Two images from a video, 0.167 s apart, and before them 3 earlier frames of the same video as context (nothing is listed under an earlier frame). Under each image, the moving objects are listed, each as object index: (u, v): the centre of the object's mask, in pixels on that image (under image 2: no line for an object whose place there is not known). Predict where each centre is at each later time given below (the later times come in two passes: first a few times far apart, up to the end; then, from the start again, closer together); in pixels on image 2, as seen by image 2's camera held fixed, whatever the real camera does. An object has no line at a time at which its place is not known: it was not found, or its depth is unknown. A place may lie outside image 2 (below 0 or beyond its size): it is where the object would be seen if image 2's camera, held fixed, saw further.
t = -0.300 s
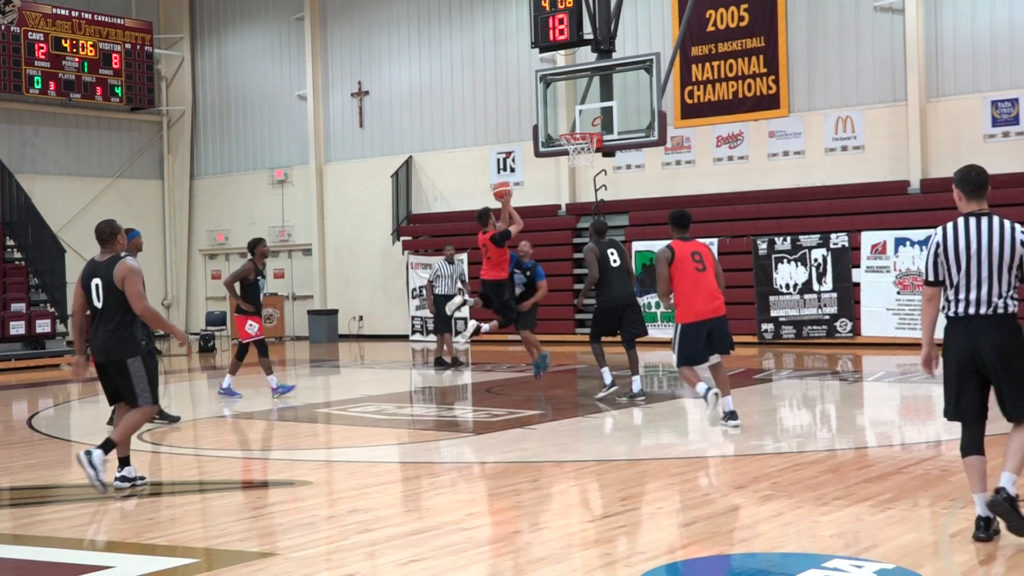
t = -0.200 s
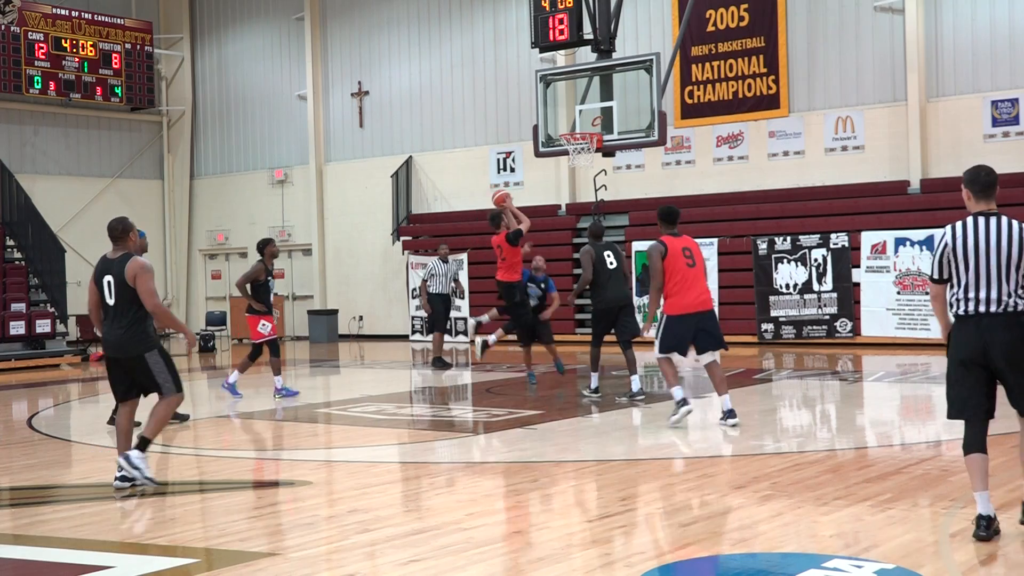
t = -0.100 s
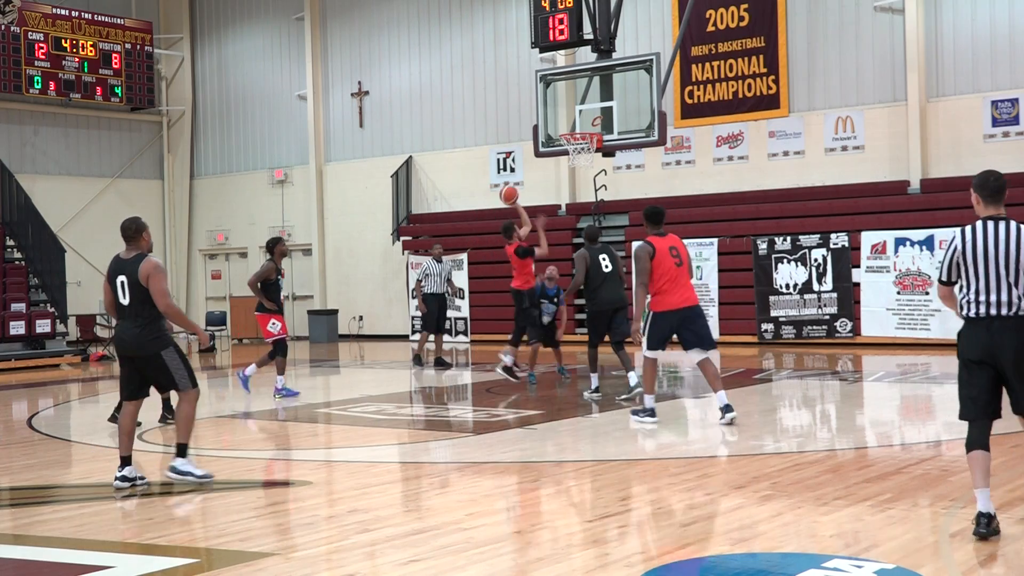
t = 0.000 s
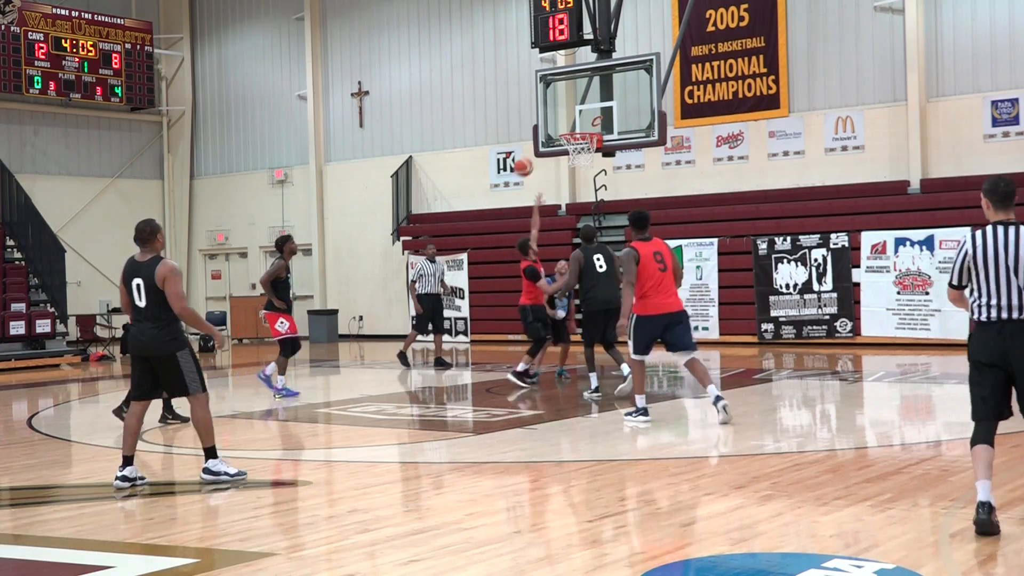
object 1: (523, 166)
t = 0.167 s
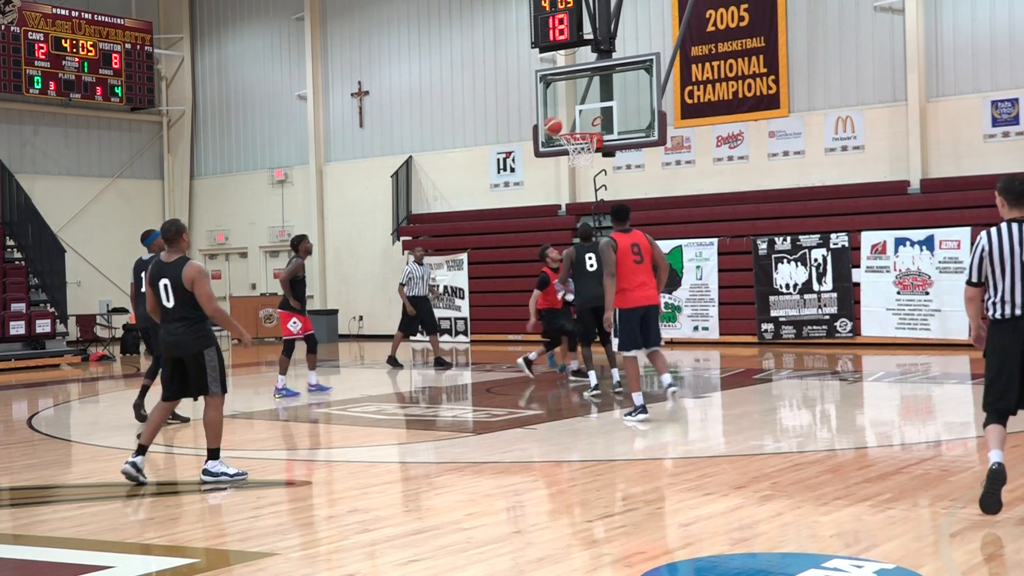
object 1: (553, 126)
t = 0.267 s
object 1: (570, 112)
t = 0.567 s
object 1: (587, 126)
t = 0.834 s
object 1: (566, 163)
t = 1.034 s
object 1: (561, 193)
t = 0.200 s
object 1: (558, 120)
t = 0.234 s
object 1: (564, 115)
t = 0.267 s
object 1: (570, 112)
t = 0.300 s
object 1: (576, 109)
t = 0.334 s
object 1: (582, 107)
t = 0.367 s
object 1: (584, 107)
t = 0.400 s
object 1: (584, 108)
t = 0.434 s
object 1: (584, 110)
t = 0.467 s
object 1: (585, 113)
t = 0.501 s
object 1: (586, 117)
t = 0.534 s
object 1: (586, 122)
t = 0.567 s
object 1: (587, 126)
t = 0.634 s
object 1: (578, 141)
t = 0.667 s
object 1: (575, 146)
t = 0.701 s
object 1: (572, 153)
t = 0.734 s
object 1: (570, 157)
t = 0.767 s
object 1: (568, 161)
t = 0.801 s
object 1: (567, 161)
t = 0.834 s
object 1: (566, 163)
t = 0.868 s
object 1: (565, 165)
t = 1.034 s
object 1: (561, 193)
